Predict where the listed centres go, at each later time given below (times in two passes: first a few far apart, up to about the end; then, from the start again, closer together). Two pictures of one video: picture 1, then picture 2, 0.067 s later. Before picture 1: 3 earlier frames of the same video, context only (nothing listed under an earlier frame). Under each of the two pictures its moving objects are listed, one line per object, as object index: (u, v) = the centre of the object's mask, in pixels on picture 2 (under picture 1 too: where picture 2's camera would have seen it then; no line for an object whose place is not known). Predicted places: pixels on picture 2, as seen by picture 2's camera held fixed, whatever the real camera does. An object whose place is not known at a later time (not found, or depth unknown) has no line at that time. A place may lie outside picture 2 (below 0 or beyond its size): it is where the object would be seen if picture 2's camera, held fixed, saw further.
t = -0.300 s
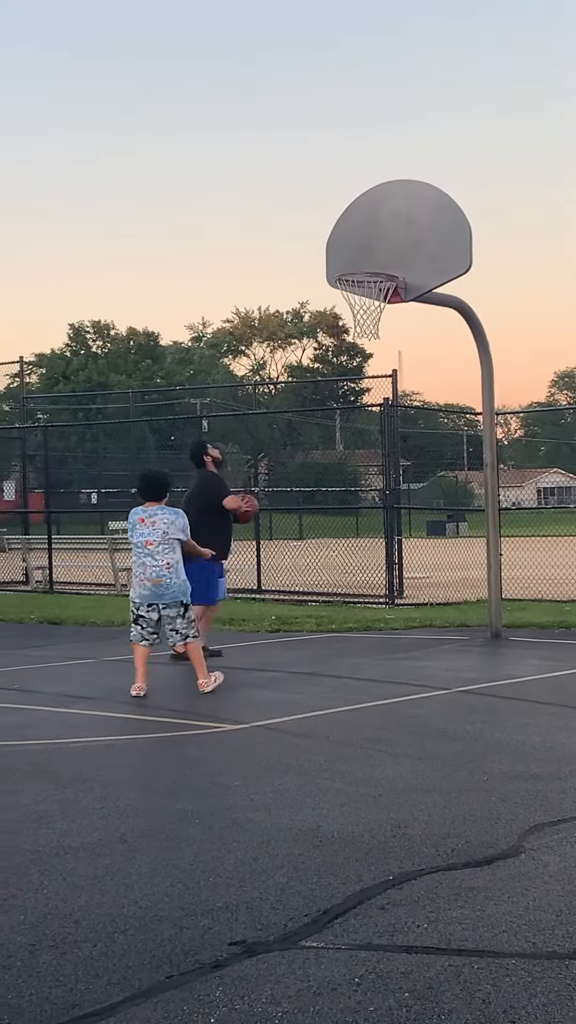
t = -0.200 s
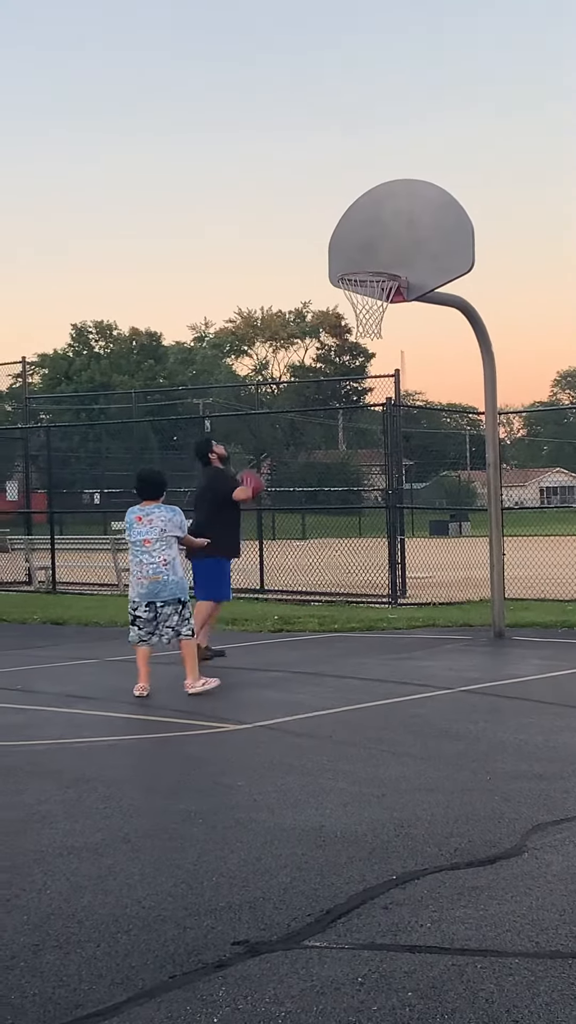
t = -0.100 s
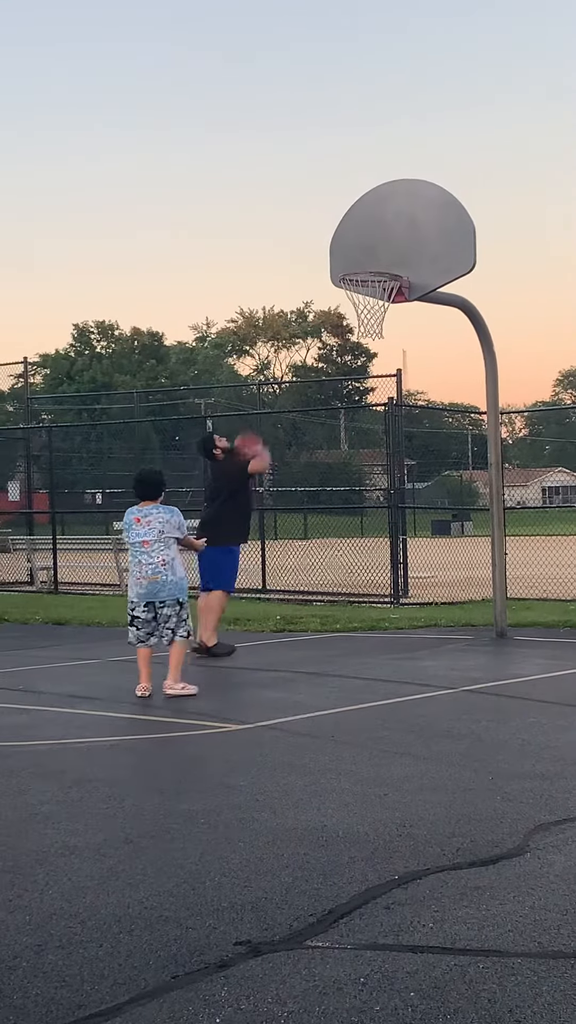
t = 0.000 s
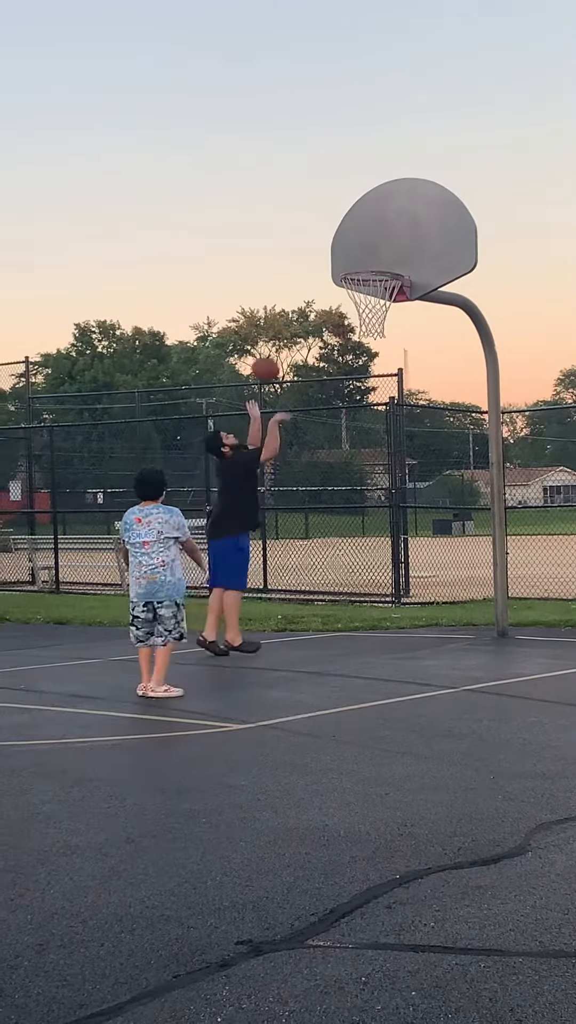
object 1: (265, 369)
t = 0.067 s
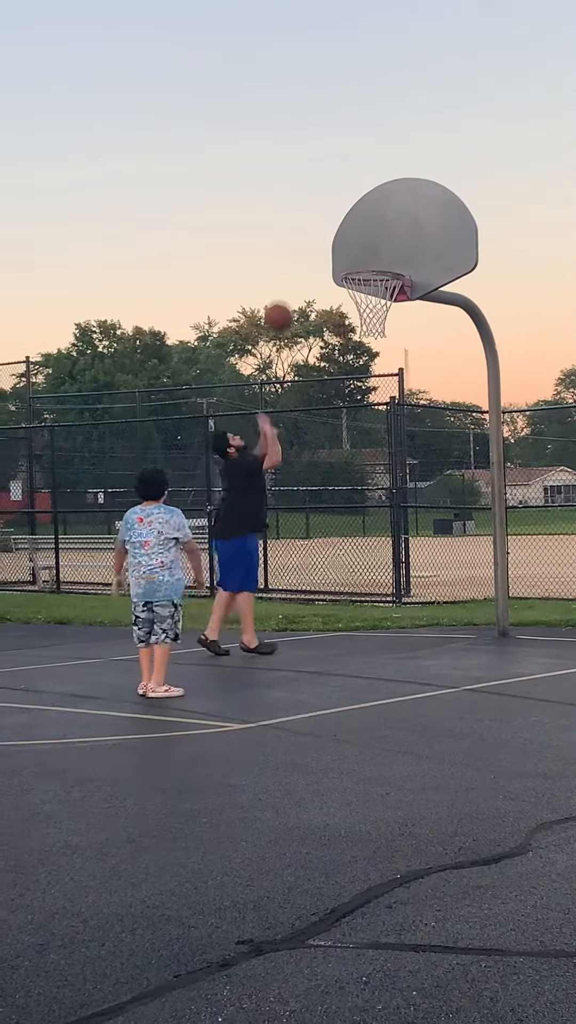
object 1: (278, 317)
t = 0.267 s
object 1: (316, 190)
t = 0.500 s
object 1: (362, 104)
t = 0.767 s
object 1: (416, 86)
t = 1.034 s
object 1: (473, 153)
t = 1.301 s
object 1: (531, 302)
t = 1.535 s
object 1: (582, 499)
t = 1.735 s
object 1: (615, 591)
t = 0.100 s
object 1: (284, 292)
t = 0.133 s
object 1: (291, 268)
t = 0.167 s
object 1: (297, 247)
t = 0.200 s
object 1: (303, 227)
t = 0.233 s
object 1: (309, 208)
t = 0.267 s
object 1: (316, 190)
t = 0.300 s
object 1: (322, 174)
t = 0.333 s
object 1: (329, 159)
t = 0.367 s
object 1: (335, 145)
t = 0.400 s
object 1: (342, 133)
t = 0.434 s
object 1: (348, 122)
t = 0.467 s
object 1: (355, 112)
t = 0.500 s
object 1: (362, 104)
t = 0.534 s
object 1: (368, 97)
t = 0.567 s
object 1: (375, 92)
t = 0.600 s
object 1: (382, 88)
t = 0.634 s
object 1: (389, 85)
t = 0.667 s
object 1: (395, 83)
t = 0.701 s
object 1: (402, 83)
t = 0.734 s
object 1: (409, 84)
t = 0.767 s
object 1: (416, 86)
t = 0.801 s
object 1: (423, 90)
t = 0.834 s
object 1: (430, 95)
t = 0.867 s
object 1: (437, 102)
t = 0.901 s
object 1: (444, 109)
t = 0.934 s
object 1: (451, 118)
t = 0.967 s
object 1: (458, 129)
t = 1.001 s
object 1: (466, 140)
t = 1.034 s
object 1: (473, 153)
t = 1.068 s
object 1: (480, 167)
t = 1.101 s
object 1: (487, 183)
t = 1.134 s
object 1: (494, 199)
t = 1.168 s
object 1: (501, 218)
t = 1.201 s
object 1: (509, 237)
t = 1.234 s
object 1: (516, 257)
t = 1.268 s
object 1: (524, 279)
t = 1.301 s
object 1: (531, 302)
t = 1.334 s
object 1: (538, 326)
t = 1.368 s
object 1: (545, 352)
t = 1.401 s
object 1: (552, 379)
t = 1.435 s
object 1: (560, 408)
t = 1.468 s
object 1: (567, 435)
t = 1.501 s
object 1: (575, 466)
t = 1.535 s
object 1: (582, 499)
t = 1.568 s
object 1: (590, 532)
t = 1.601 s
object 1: (597, 566)
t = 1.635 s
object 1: (606, 603)
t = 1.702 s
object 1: (614, 614)
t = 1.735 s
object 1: (615, 591)
